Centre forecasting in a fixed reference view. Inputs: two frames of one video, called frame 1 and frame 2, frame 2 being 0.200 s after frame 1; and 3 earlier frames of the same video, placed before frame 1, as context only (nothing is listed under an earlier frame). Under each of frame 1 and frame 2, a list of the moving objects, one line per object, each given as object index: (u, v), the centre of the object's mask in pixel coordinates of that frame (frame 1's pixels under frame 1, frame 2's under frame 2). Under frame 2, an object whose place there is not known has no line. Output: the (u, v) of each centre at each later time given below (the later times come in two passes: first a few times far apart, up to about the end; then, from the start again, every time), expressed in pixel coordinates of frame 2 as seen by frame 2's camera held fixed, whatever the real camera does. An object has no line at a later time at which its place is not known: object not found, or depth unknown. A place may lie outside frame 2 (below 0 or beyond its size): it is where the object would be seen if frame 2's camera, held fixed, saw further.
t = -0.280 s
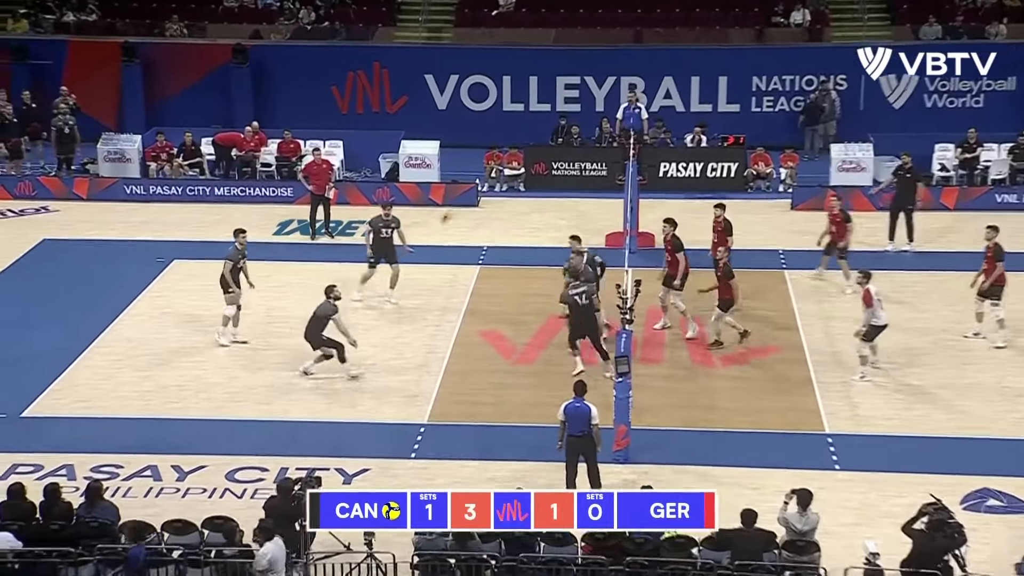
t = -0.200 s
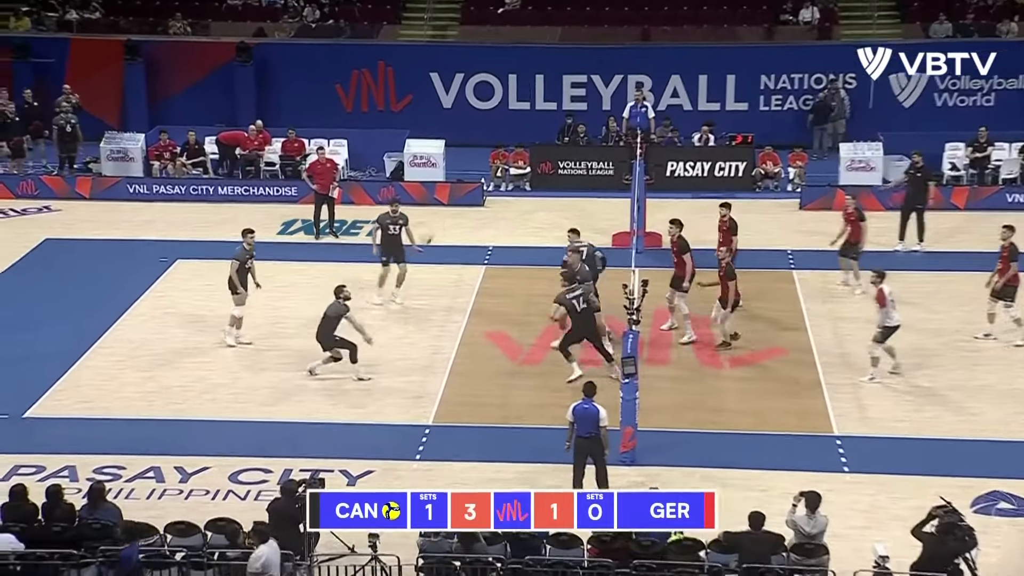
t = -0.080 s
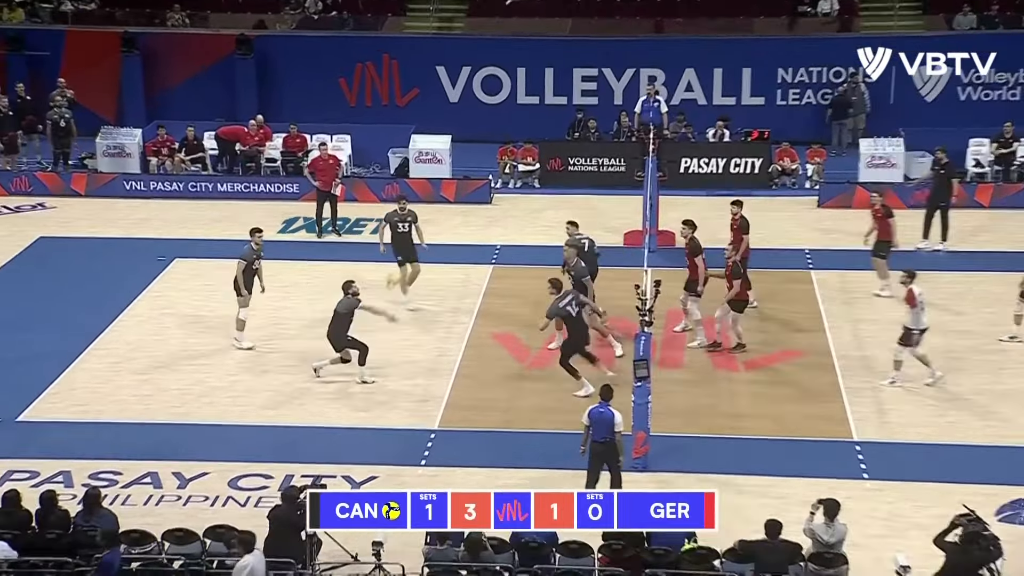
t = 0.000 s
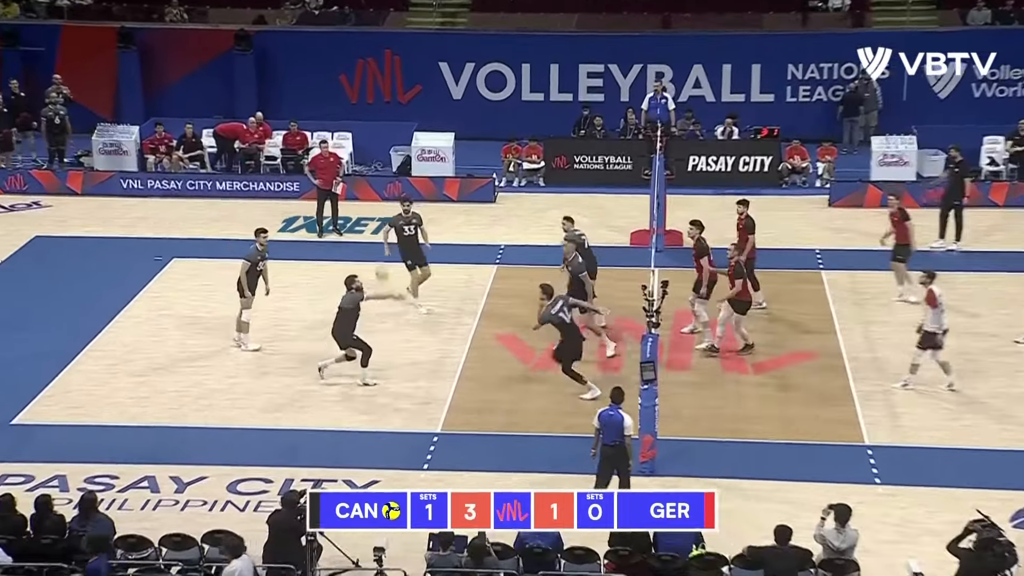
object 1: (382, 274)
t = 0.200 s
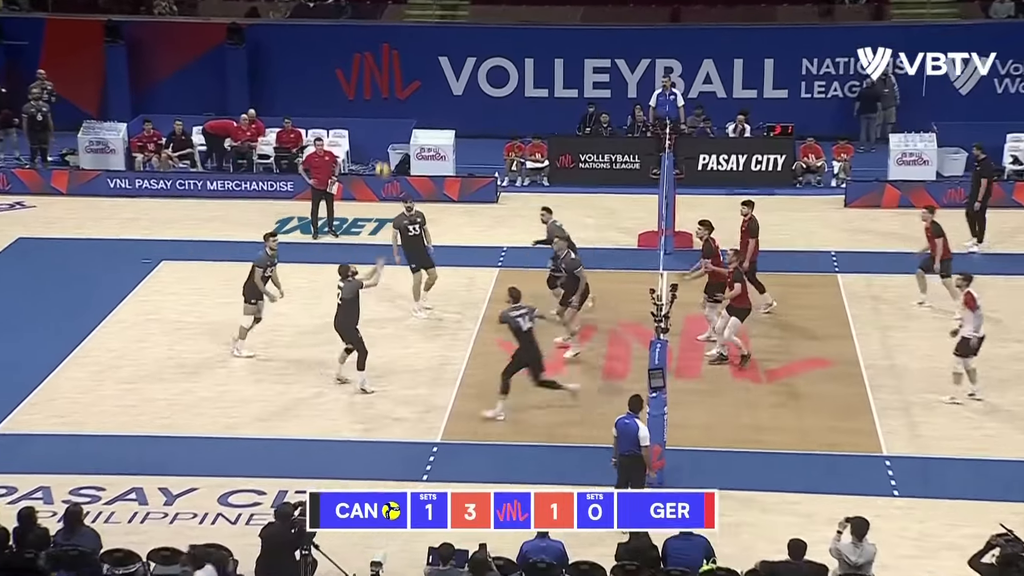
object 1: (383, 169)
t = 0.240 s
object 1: (383, 153)
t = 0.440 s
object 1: (385, 78)
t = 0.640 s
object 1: (388, 31)
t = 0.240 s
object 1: (383, 153)
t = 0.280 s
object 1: (383, 134)
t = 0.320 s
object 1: (384, 119)
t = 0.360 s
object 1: (384, 103)
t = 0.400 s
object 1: (385, 91)
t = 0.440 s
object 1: (385, 78)
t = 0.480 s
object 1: (386, 66)
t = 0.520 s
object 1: (386, 55)
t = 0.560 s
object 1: (387, 46)
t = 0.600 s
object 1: (387, 37)
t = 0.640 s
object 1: (388, 31)
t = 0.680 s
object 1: (388, 25)
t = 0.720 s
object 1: (389, 21)
